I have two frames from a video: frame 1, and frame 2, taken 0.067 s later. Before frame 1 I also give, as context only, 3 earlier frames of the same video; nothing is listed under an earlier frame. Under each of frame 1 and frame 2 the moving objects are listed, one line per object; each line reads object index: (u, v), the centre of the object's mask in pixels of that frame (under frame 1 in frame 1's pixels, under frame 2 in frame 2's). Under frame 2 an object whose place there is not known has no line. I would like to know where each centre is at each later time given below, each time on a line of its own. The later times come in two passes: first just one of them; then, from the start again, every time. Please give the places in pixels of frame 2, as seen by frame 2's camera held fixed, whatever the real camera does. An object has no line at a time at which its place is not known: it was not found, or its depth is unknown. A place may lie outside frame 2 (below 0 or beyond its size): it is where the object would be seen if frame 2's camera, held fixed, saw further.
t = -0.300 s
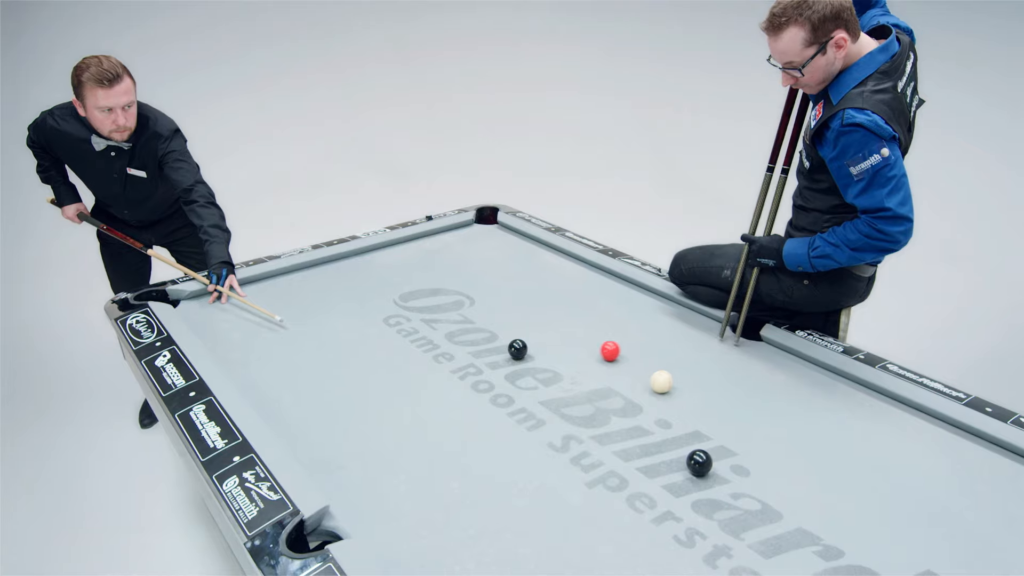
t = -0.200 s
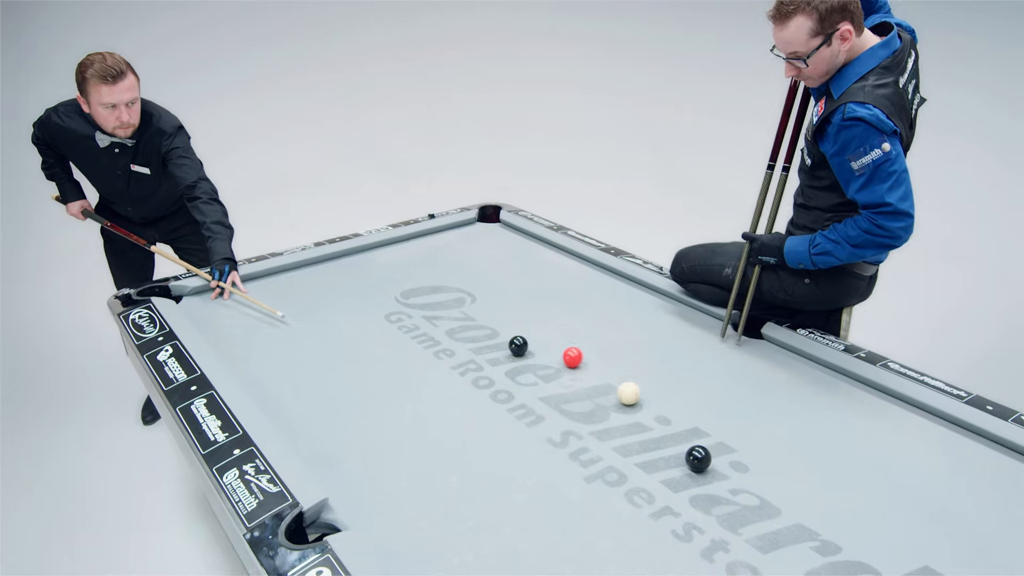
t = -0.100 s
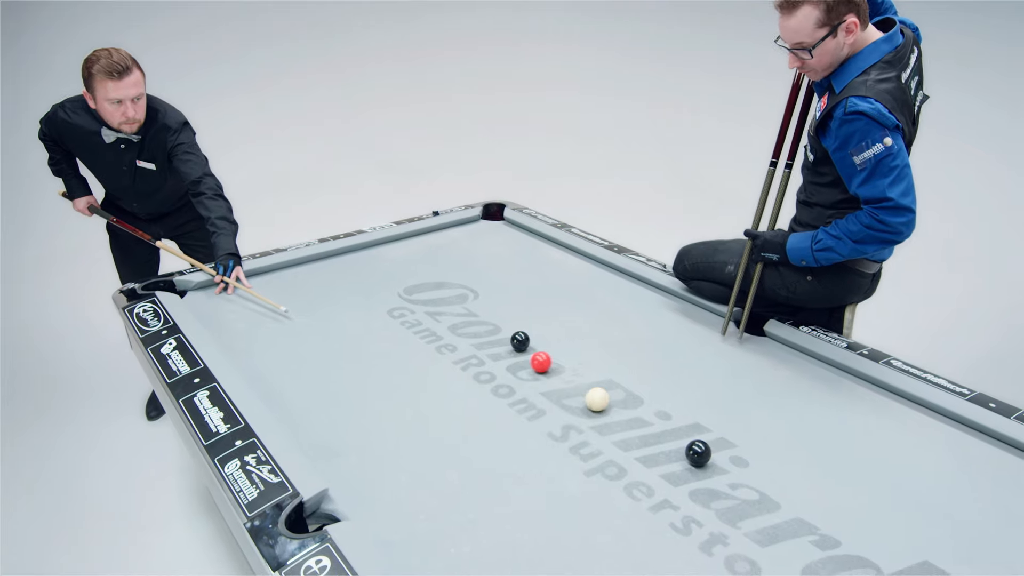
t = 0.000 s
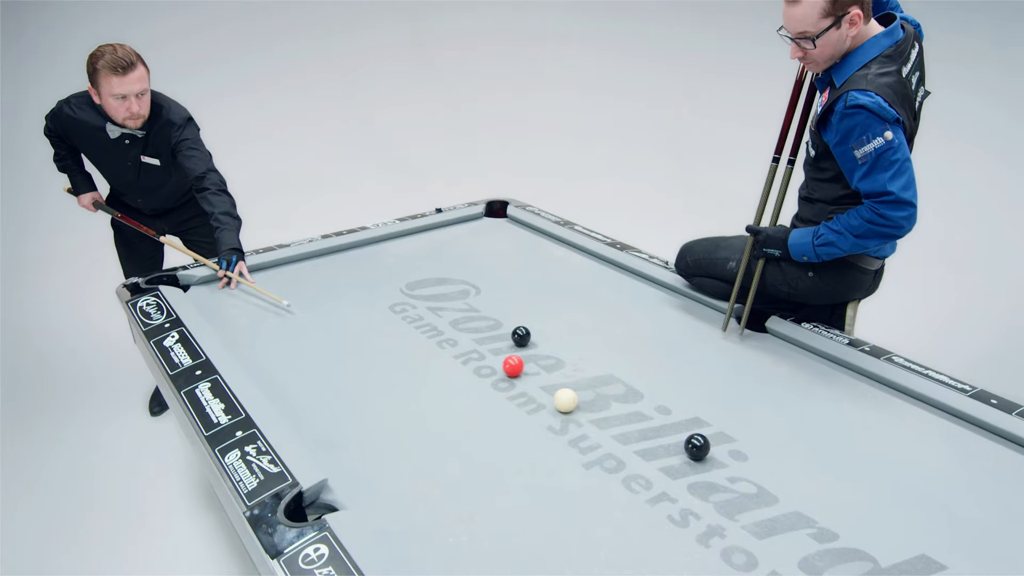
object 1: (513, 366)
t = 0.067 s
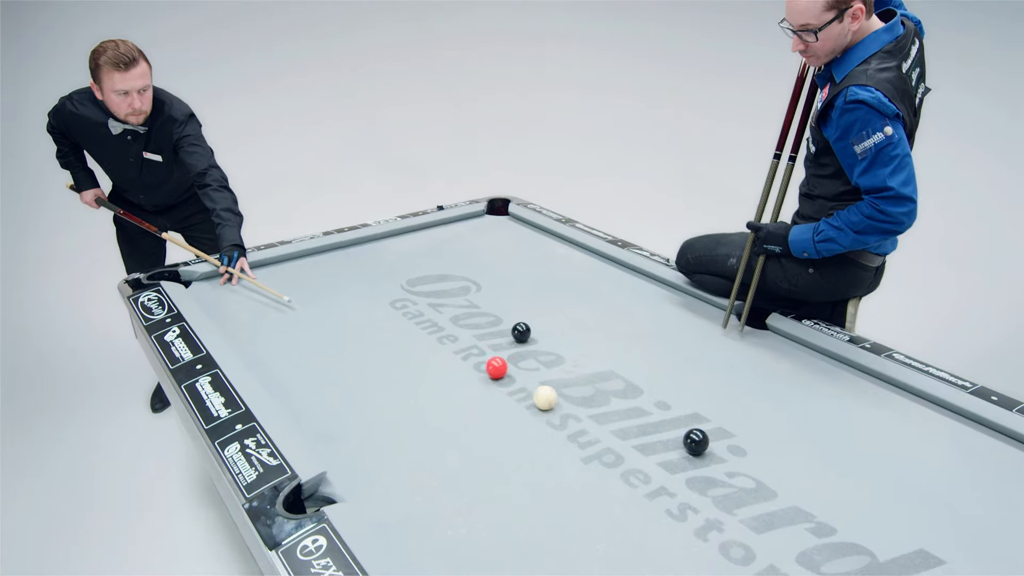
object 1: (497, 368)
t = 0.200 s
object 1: (471, 381)
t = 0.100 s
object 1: (489, 371)
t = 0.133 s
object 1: (482, 374)
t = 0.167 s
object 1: (477, 377)
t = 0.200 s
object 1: (471, 381)
